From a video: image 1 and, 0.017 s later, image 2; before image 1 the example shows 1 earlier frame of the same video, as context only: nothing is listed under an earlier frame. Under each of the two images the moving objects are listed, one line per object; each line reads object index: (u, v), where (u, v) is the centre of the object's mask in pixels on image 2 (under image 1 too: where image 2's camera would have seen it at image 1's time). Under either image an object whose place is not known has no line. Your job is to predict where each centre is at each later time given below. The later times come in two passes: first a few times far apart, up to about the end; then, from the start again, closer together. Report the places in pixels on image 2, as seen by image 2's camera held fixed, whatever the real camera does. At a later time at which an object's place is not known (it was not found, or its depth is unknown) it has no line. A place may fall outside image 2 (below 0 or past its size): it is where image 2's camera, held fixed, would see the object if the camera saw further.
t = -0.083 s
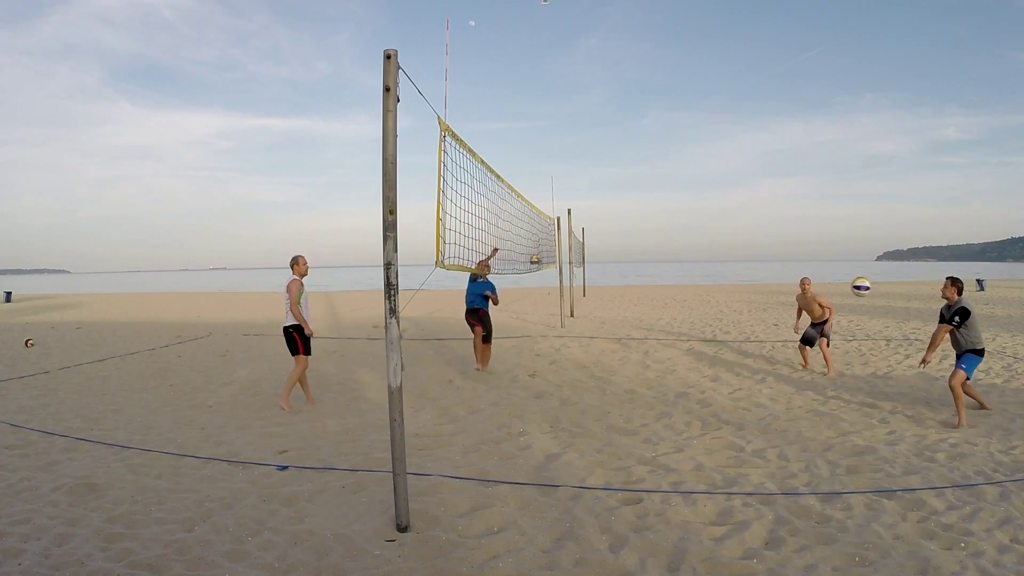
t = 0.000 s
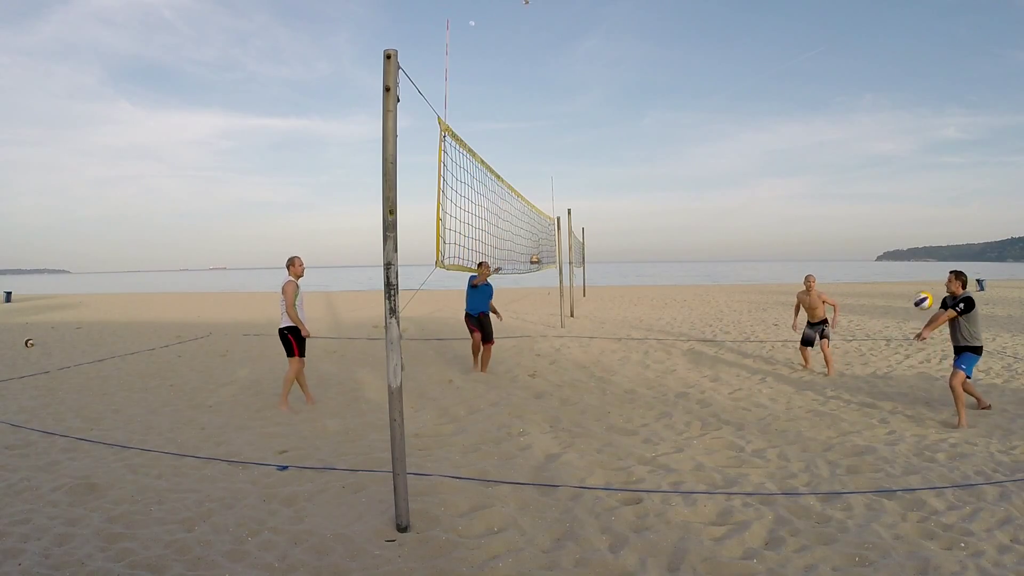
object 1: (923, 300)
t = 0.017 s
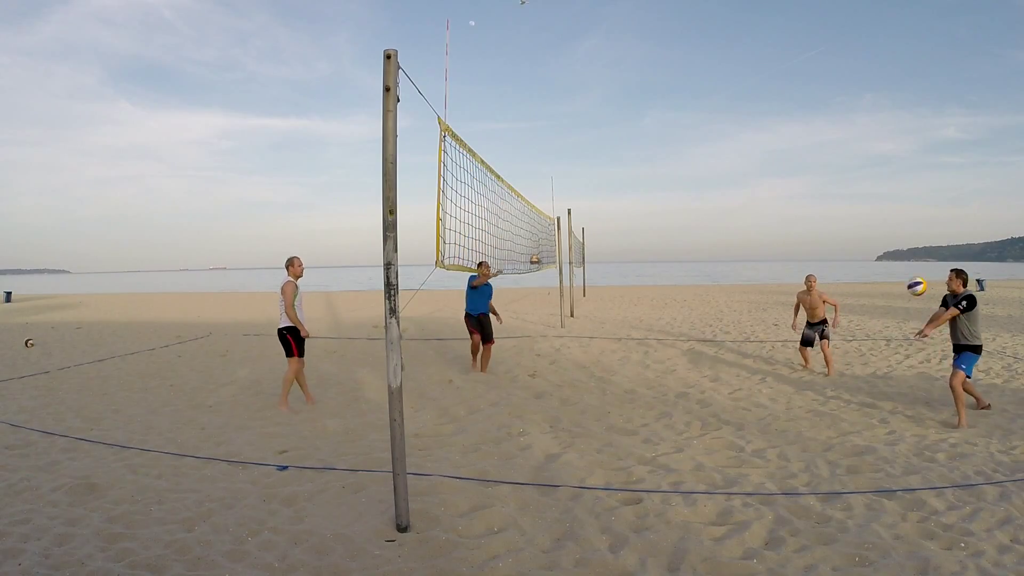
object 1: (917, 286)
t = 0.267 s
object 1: (822, 116)
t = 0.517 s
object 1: (741, 29)
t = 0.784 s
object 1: (673, 5)
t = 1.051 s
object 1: (621, 24)
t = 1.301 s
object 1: (581, 80)
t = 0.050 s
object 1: (904, 258)
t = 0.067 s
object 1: (898, 244)
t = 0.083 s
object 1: (891, 232)
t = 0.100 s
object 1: (885, 219)
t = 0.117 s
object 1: (878, 207)
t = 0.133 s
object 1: (872, 195)
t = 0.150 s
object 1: (865, 184)
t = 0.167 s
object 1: (860, 173)
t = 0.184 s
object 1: (853, 162)
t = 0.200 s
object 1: (847, 152)
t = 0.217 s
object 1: (840, 142)
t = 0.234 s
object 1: (835, 133)
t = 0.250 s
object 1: (828, 124)
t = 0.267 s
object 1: (822, 116)
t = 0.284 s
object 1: (817, 108)
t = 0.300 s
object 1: (811, 100)
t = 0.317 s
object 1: (805, 92)
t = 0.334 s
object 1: (799, 85)
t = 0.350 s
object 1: (793, 78)
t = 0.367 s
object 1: (788, 72)
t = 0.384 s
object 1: (782, 66)
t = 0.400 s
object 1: (777, 60)
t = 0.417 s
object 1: (771, 55)
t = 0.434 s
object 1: (766, 50)
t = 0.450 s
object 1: (761, 45)
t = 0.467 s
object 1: (756, 41)
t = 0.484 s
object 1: (750, 37)
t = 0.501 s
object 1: (745, 33)
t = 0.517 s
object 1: (741, 29)
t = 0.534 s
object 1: (736, 26)
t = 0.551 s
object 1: (731, 23)
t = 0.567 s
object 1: (727, 20)
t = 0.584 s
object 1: (722, 17)
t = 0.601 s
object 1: (717, 15)
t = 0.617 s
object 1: (713, 13)
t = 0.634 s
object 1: (709, 11)
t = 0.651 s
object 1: (705, 9)
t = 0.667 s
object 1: (701, 7)
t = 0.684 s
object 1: (697, 7)
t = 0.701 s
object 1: (693, 6)
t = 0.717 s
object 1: (689, 6)
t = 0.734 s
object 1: (685, 5)
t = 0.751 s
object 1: (680, 5)
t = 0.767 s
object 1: (677, 5)
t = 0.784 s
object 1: (673, 5)
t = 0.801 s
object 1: (670, 5)
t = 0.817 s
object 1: (667, 5)
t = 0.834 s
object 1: (663, 5)
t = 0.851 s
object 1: (659, 5)
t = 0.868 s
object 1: (655, 5)
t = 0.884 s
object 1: (652, 6)
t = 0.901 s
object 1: (649, 7)
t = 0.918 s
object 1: (646, 8)
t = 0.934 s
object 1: (643, 9)
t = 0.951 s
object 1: (640, 11)
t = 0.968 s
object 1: (636, 13)
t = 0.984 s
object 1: (633, 15)
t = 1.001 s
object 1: (630, 17)
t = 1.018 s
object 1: (627, 19)
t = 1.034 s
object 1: (624, 22)
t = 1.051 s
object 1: (621, 24)
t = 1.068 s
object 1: (618, 27)
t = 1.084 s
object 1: (616, 29)
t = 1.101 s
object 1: (613, 33)
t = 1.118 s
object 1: (610, 36)
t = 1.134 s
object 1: (607, 39)
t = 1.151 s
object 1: (604, 43)
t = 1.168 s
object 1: (602, 46)
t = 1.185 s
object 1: (599, 50)
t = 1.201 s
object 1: (597, 54)
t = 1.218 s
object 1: (594, 58)
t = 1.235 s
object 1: (591, 62)
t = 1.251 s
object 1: (588, 66)
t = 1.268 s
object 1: (586, 71)
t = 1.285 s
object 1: (583, 75)
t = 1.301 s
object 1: (581, 80)
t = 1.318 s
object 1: (578, 85)
